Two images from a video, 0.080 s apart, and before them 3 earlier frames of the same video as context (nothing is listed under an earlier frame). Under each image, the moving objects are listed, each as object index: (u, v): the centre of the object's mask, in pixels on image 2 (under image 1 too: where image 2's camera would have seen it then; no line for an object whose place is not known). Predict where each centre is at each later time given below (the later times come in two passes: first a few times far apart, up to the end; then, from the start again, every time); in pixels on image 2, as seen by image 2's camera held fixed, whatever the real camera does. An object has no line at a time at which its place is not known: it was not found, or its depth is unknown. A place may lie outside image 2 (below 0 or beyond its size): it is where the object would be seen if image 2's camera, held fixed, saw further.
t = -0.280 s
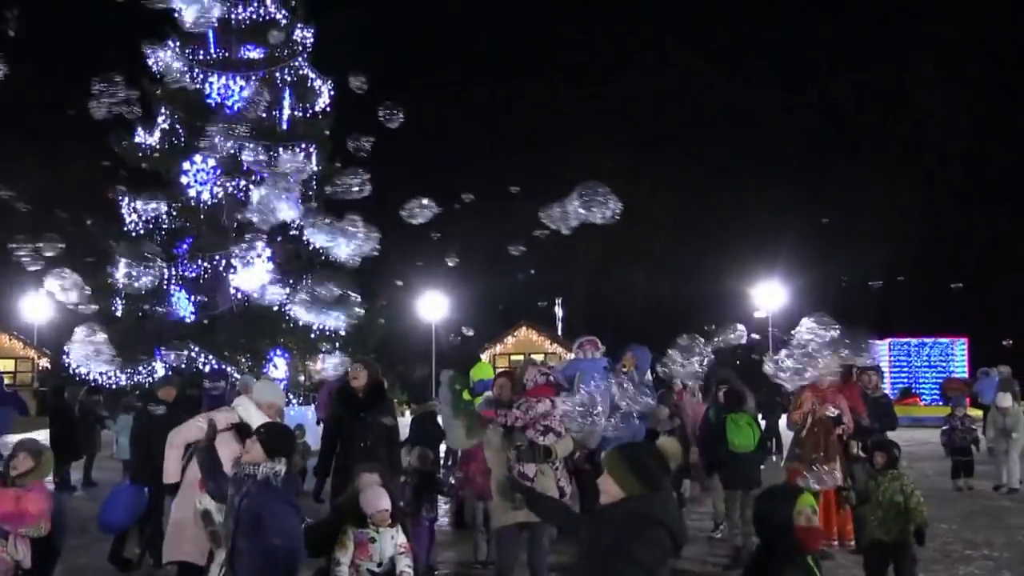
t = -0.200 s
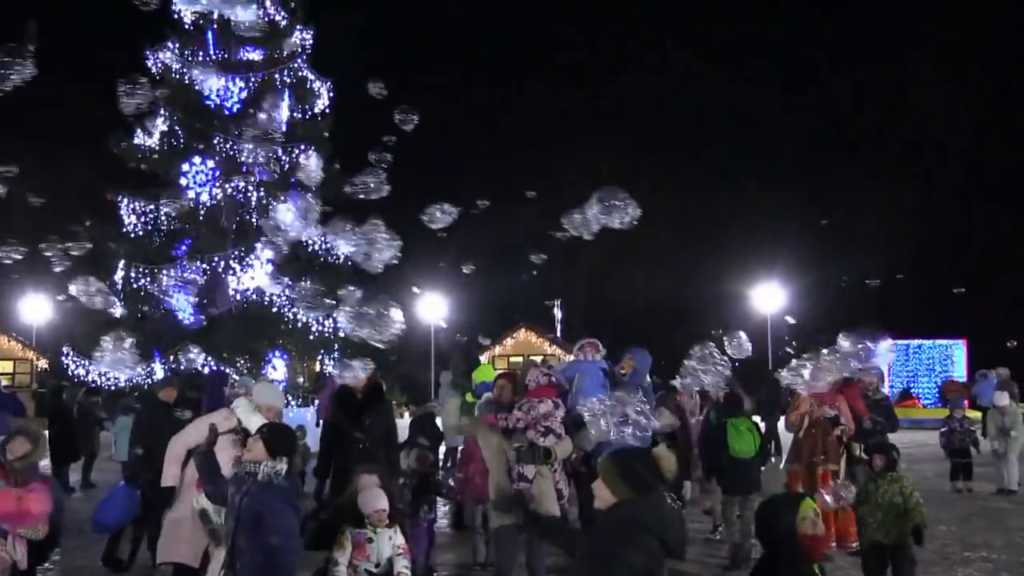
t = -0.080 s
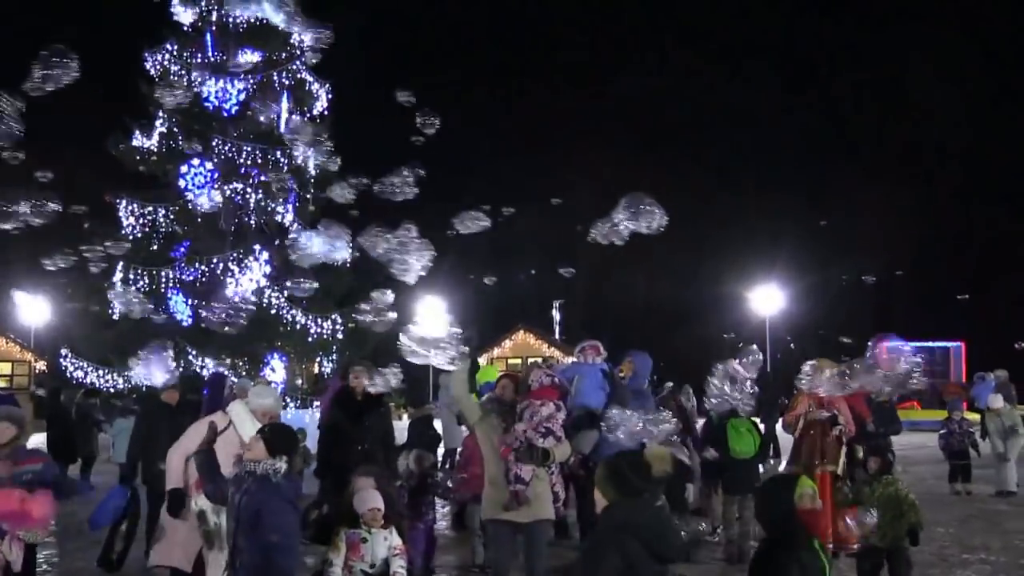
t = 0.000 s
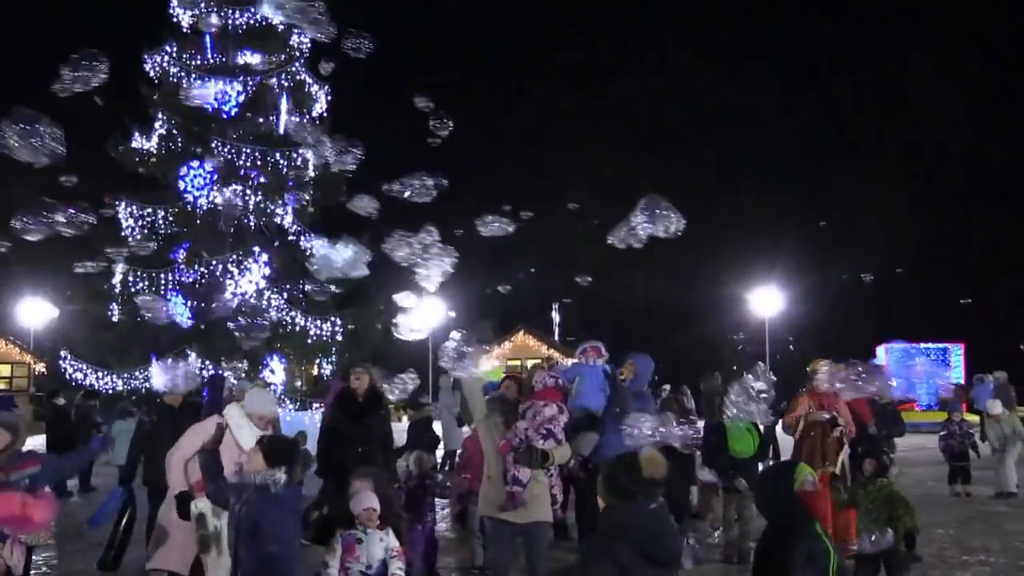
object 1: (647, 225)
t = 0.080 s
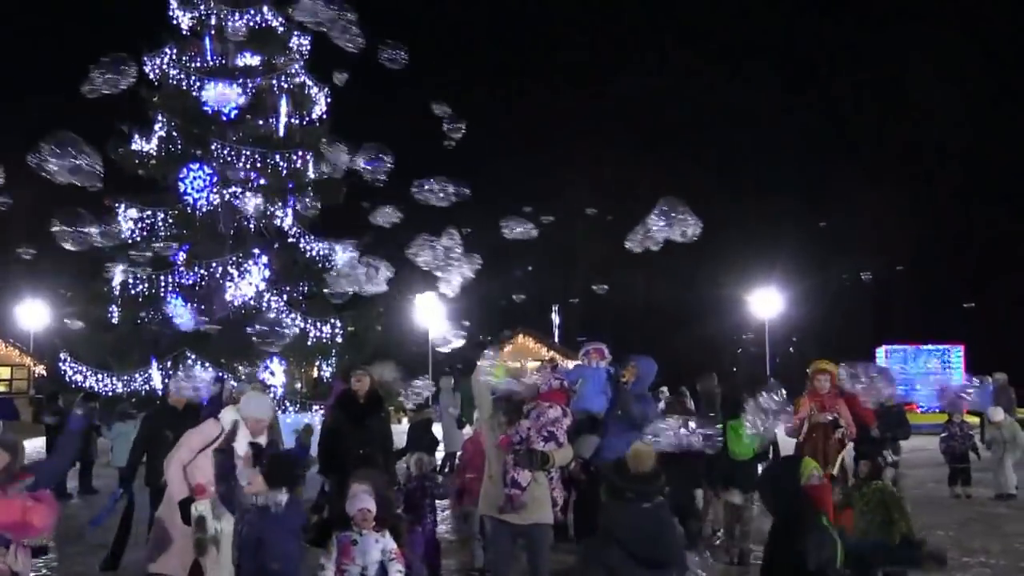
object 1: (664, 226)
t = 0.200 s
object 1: (689, 229)
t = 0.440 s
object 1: (739, 232)
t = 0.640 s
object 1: (778, 237)
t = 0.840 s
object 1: (816, 242)
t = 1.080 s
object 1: (863, 246)
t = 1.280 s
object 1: (902, 249)
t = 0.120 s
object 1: (673, 227)
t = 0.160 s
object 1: (681, 228)
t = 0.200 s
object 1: (689, 229)
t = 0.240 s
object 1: (699, 228)
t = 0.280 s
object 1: (707, 229)
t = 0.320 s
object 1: (715, 230)
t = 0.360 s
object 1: (723, 231)
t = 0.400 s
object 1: (731, 231)
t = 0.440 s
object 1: (739, 232)
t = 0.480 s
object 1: (747, 232)
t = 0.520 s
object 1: (755, 234)
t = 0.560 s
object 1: (763, 235)
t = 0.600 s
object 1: (770, 236)
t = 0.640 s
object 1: (778, 237)
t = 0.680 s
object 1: (785, 239)
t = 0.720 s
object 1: (793, 239)
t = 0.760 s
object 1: (800, 240)
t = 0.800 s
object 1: (808, 241)
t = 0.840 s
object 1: (816, 242)
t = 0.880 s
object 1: (824, 243)
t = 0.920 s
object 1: (832, 244)
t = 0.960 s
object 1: (839, 244)
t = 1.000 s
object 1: (847, 245)
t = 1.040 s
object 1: (855, 245)
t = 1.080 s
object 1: (863, 246)
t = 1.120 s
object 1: (871, 246)
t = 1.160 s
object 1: (878, 247)
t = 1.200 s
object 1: (885, 247)
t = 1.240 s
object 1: (894, 248)
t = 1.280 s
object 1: (902, 249)
